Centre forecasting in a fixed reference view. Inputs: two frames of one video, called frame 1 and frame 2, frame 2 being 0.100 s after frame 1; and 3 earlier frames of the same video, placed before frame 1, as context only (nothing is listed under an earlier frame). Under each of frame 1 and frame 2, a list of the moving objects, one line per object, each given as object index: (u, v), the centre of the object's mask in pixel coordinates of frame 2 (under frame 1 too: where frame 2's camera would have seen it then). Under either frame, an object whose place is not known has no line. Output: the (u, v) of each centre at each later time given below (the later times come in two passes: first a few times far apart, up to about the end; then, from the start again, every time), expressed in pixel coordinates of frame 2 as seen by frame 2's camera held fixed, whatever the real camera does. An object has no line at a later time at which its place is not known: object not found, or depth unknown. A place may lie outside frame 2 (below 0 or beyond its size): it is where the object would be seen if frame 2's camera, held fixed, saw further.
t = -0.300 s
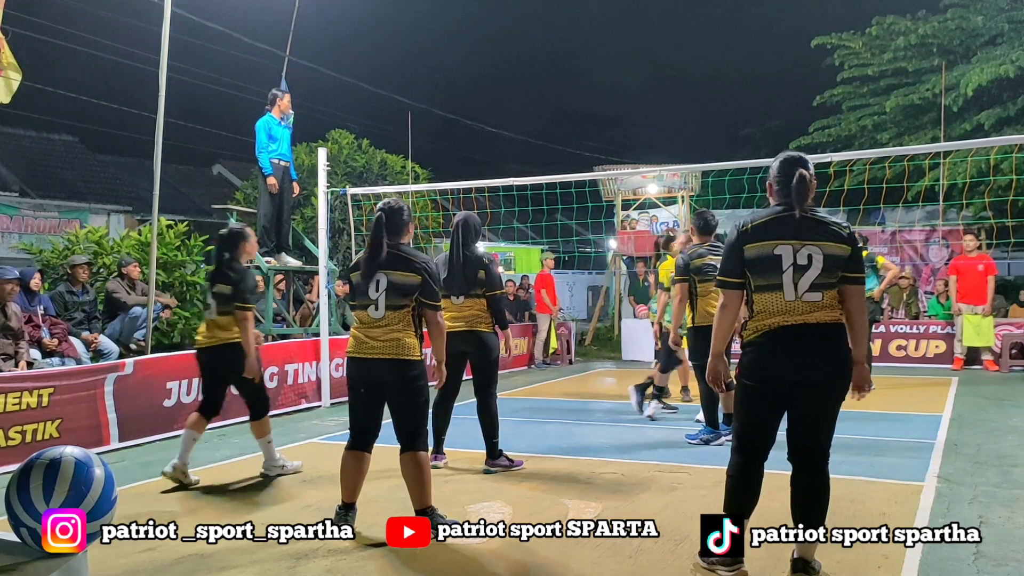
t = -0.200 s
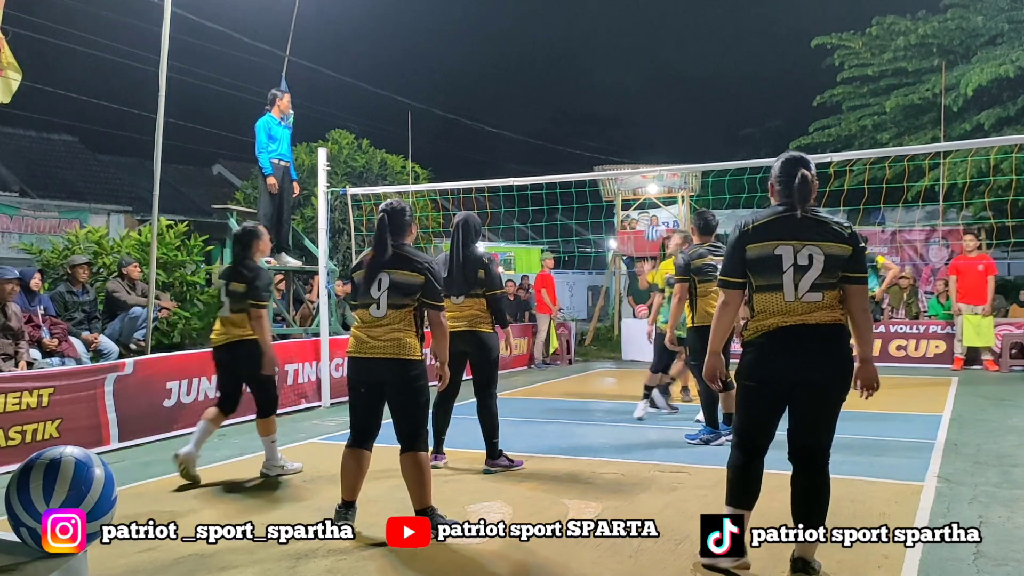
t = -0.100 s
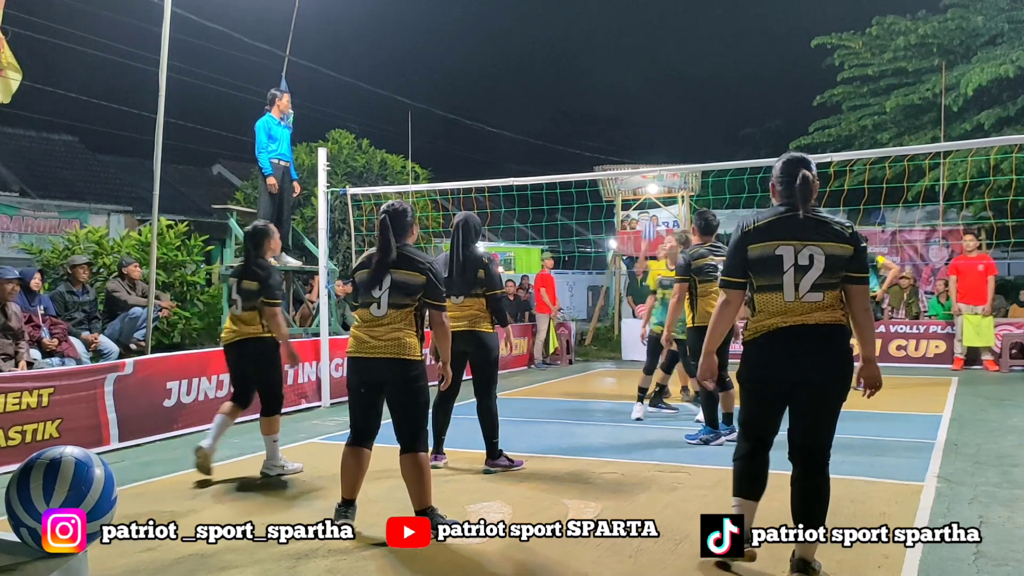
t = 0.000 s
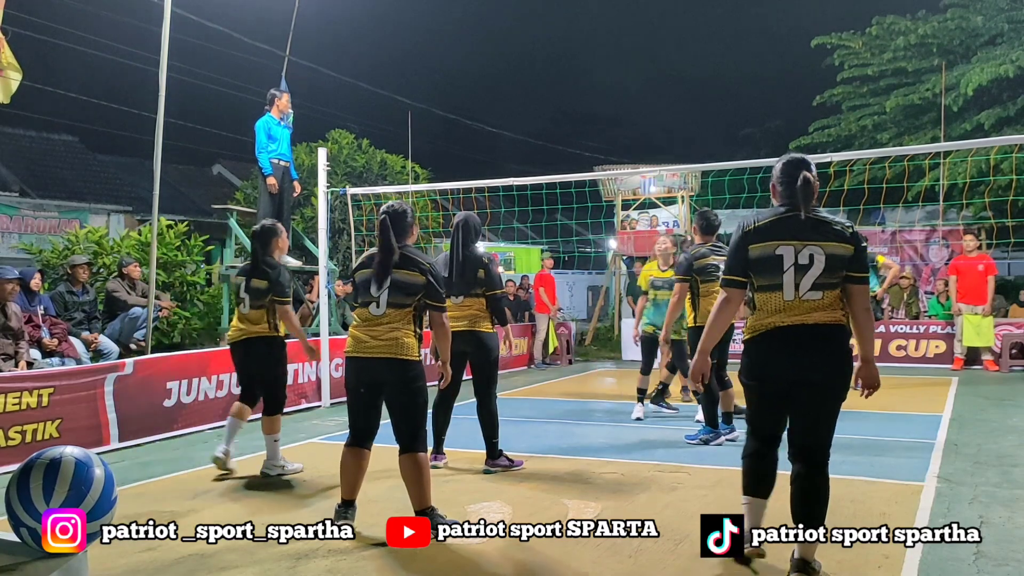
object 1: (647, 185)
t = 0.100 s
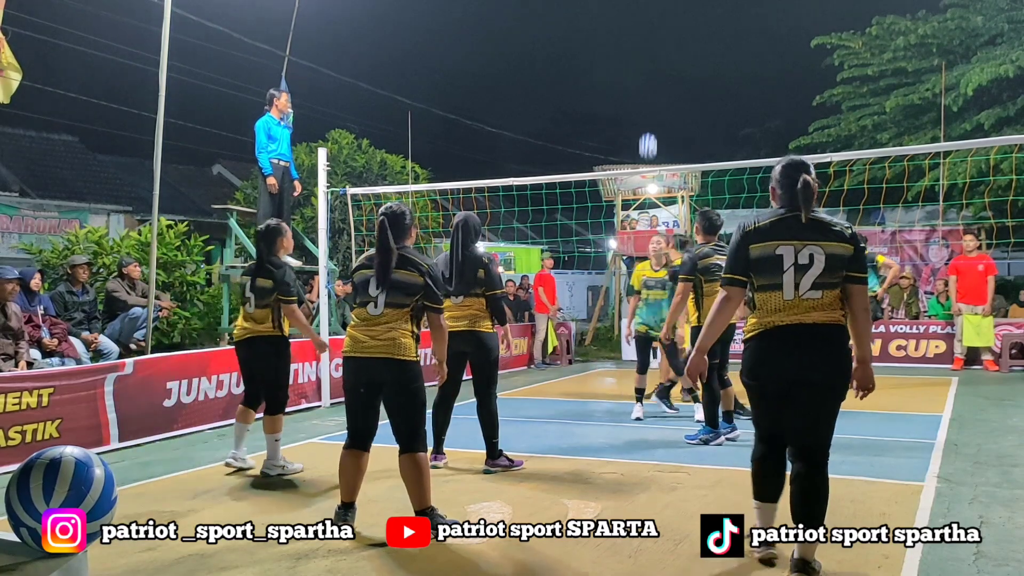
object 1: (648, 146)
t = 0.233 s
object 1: (648, 101)
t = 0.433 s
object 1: (649, 60)
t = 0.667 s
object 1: (654, 63)
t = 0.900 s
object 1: (662, 144)
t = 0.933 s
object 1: (663, 160)
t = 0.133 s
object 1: (648, 134)
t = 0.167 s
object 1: (648, 122)
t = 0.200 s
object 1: (648, 112)
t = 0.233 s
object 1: (648, 101)
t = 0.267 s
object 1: (648, 92)
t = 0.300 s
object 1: (648, 84)
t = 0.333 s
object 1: (648, 77)
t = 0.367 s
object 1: (648, 70)
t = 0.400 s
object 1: (649, 64)
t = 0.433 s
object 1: (649, 60)
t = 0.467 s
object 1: (649, 57)
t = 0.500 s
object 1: (650, 55)
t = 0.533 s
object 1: (650, 54)
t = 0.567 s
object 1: (651, 54)
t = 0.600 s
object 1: (652, 55)
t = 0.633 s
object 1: (653, 58)
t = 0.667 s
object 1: (654, 63)
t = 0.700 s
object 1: (655, 69)
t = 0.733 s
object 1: (656, 77)
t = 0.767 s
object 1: (657, 86)
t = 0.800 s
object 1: (658, 98)
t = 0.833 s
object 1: (659, 111)
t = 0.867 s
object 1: (660, 126)
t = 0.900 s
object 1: (662, 144)
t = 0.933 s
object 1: (663, 160)
